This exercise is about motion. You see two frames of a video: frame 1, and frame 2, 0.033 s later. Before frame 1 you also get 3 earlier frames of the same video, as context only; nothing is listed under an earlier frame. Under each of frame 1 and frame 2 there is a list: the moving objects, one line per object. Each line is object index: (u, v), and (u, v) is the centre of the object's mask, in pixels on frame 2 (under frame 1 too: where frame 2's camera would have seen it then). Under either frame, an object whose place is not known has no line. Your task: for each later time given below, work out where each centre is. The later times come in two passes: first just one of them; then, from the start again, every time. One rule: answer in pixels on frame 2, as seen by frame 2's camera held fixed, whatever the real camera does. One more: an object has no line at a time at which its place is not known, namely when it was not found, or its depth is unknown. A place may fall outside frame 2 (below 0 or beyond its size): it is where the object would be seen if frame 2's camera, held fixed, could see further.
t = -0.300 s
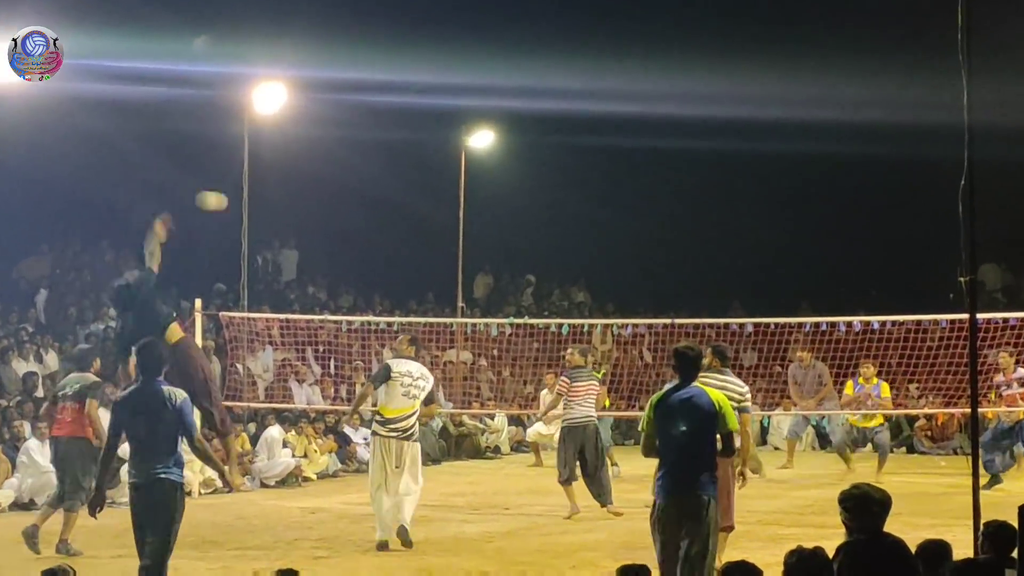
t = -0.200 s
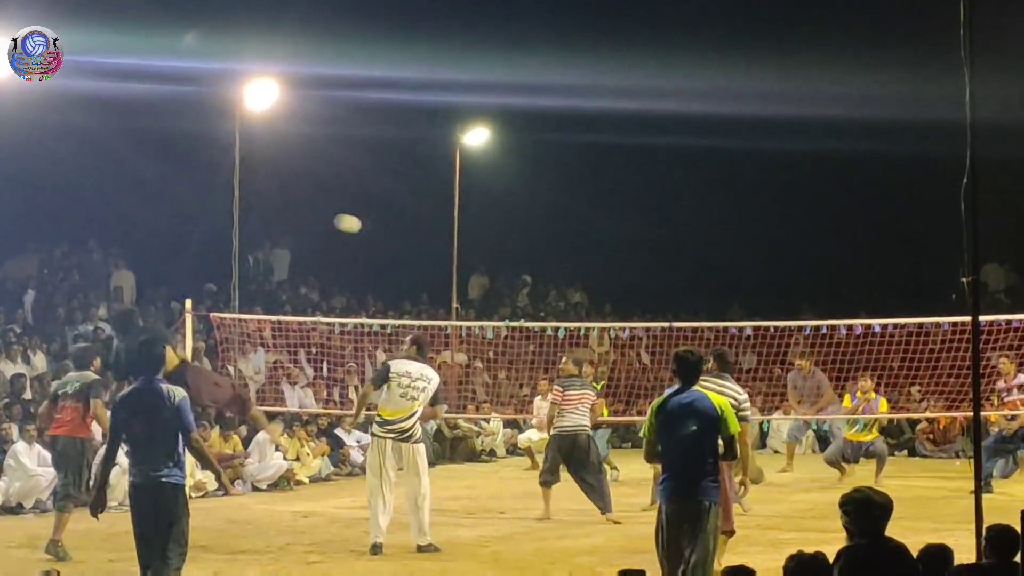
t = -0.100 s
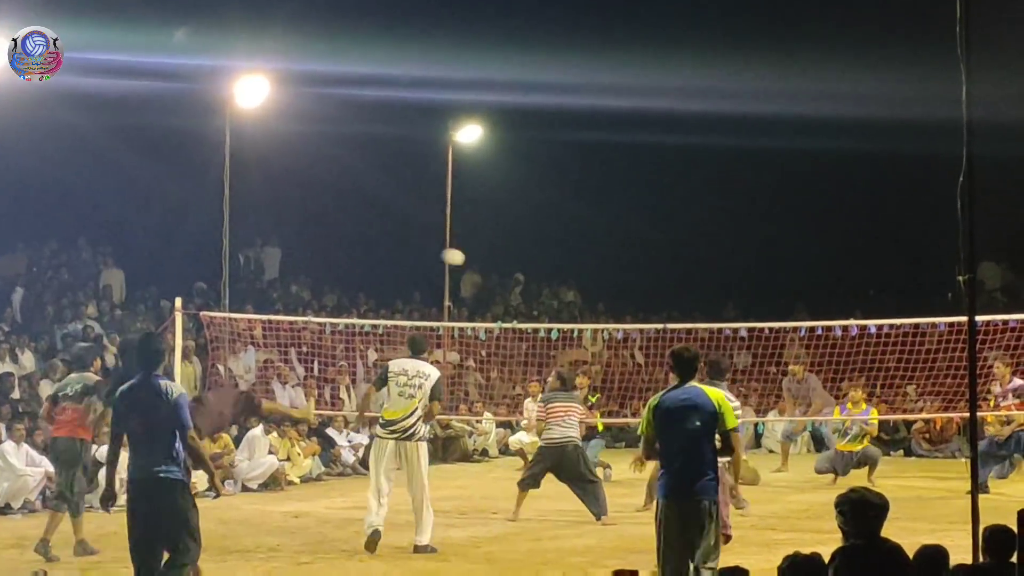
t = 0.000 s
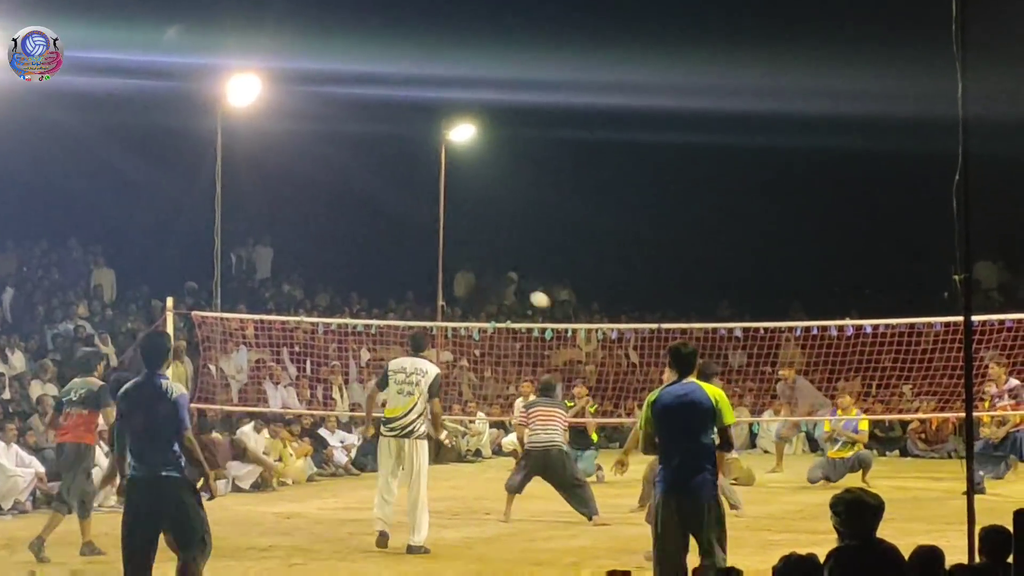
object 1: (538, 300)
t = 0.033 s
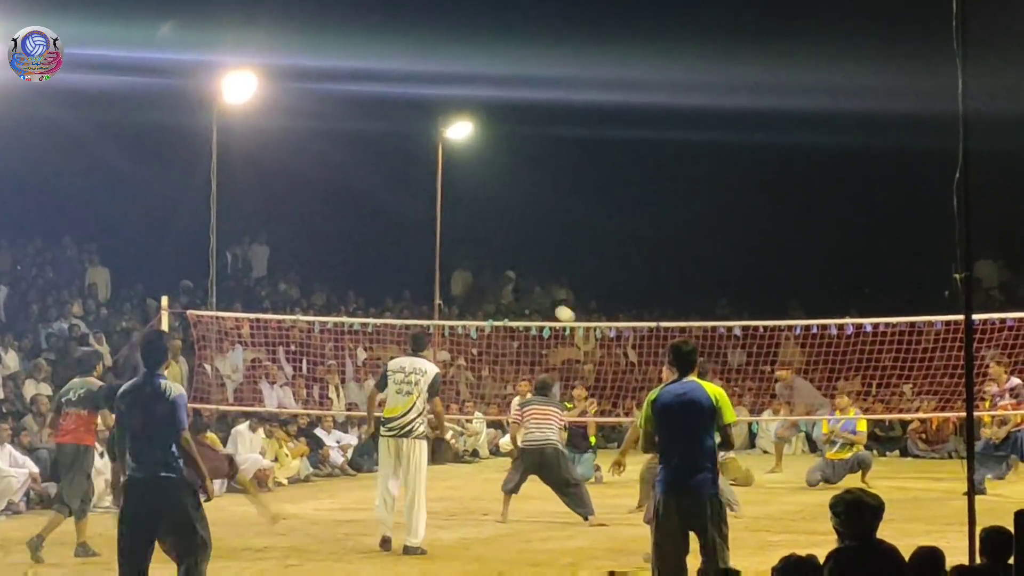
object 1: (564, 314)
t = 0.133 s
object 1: (638, 365)
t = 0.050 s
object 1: (578, 321)
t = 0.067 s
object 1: (591, 333)
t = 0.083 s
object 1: (603, 340)
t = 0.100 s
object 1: (615, 348)
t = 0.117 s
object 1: (628, 358)
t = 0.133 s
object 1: (638, 365)
